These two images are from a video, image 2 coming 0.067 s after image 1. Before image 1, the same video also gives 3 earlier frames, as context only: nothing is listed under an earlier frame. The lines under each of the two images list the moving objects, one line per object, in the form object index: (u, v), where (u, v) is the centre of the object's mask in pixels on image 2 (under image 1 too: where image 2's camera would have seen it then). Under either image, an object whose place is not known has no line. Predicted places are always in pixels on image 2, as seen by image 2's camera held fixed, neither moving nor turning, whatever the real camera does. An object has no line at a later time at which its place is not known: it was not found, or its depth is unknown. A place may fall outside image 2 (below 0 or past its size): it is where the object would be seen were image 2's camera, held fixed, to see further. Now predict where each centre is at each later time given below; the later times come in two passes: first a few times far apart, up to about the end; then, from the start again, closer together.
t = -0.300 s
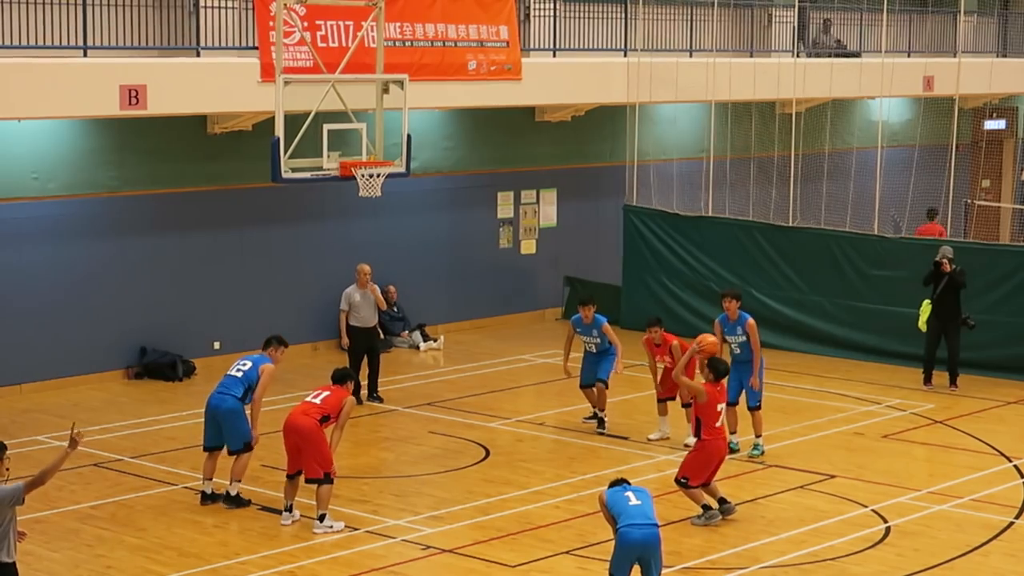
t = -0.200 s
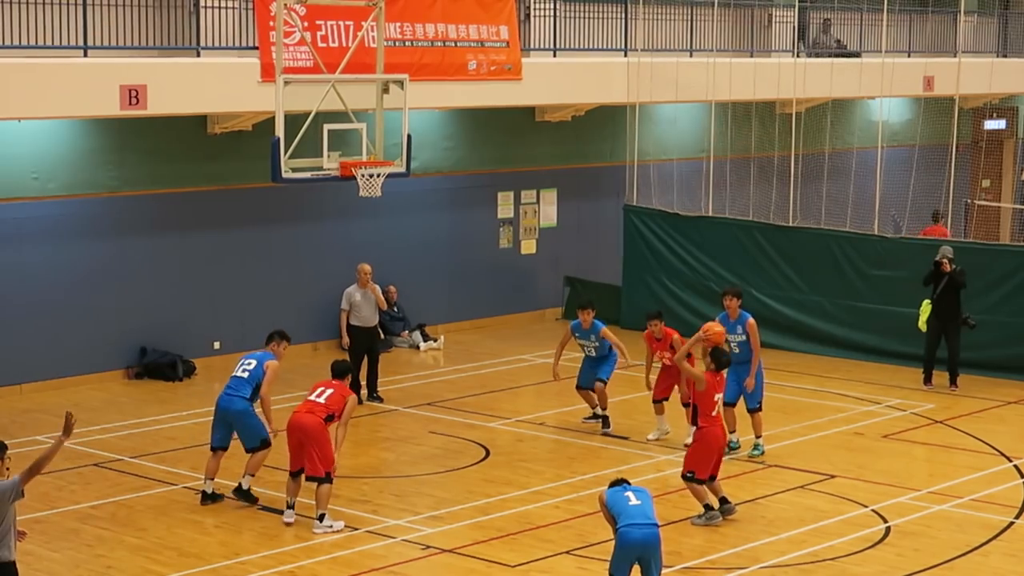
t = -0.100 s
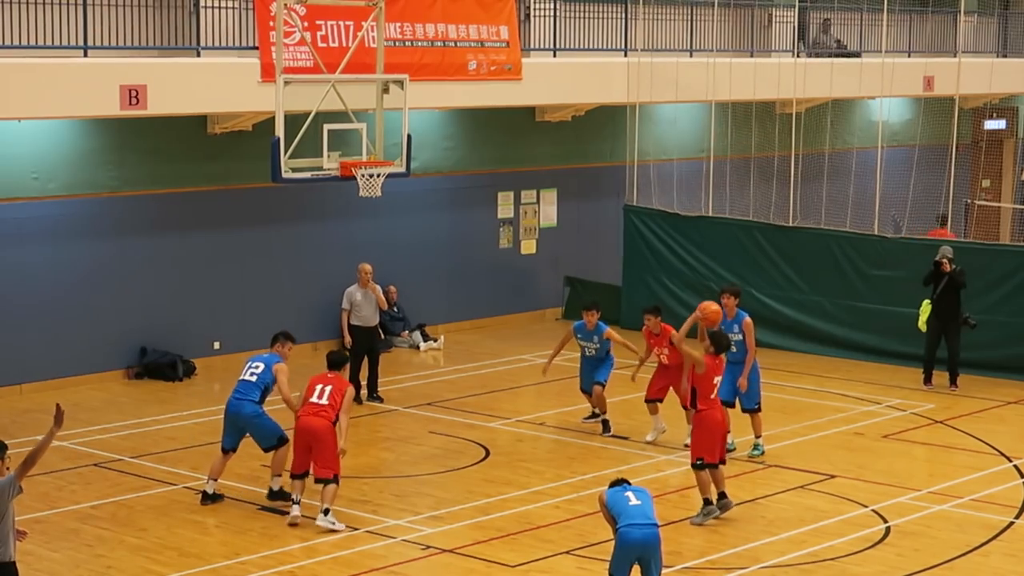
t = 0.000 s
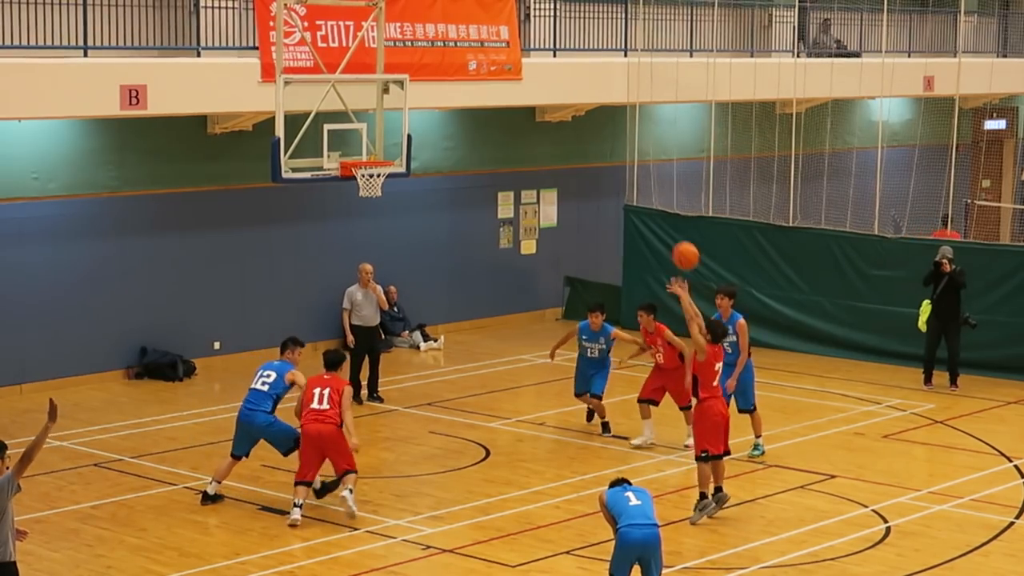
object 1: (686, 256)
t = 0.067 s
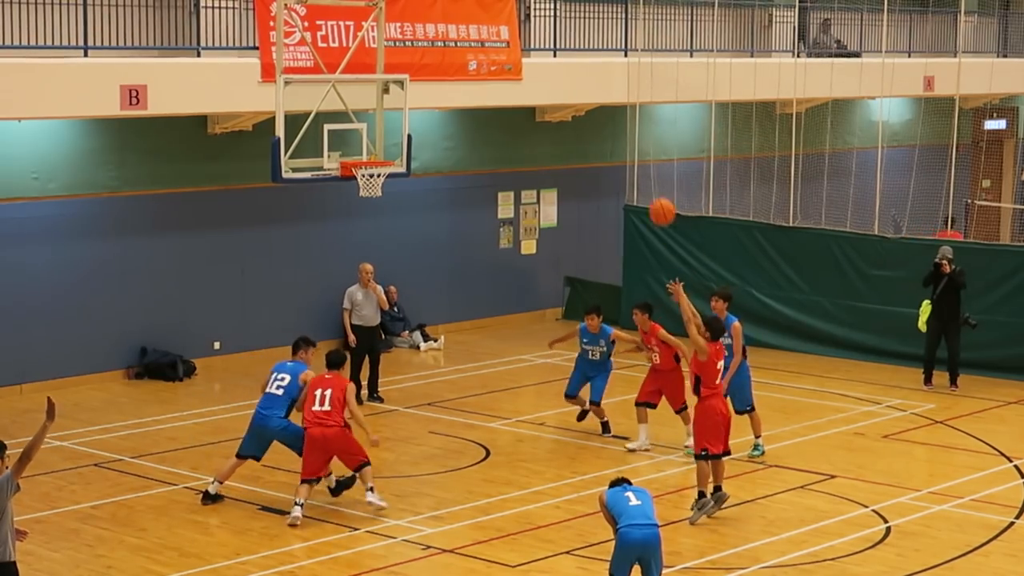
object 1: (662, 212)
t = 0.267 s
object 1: (593, 112)
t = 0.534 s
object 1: (508, 48)
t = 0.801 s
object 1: (430, 58)
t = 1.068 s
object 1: (359, 132)
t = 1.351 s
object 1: (400, 124)
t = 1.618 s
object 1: (457, 156)
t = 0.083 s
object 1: (656, 201)
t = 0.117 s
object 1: (645, 182)
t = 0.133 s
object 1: (639, 172)
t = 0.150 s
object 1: (633, 164)
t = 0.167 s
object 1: (627, 155)
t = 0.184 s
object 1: (621, 147)
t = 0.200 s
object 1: (615, 139)
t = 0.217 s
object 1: (610, 132)
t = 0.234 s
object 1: (604, 125)
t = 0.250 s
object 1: (599, 118)
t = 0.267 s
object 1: (593, 112)
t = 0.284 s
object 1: (588, 105)
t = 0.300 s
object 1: (582, 99)
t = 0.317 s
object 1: (577, 93)
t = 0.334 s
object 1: (571, 88)
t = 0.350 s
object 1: (566, 83)
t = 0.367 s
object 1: (560, 78)
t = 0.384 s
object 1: (555, 74)
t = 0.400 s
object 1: (550, 69)
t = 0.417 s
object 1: (544, 66)
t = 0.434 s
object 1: (539, 62)
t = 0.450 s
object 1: (534, 59)
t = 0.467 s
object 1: (528, 55)
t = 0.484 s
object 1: (523, 53)
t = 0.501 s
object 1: (519, 51)
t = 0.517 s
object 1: (514, 50)
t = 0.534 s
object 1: (508, 48)
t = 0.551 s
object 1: (503, 46)
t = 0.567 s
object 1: (498, 45)
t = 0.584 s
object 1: (493, 44)
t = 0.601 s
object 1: (488, 44)
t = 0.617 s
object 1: (483, 43)
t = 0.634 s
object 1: (478, 44)
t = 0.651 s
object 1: (473, 44)
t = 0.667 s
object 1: (468, 45)
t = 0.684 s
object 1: (463, 45)
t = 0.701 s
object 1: (458, 46)
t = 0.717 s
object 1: (454, 47)
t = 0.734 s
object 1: (449, 49)
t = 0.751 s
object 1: (444, 50)
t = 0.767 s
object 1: (439, 53)
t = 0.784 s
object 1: (435, 55)
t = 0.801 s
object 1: (430, 58)
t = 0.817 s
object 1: (425, 61)
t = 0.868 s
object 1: (412, 70)
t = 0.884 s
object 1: (407, 74)
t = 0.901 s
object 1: (402, 78)
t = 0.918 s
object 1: (398, 83)
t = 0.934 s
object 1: (393, 87)
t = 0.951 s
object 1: (389, 92)
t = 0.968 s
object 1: (384, 97)
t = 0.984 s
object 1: (380, 102)
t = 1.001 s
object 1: (375, 108)
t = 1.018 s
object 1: (371, 114)
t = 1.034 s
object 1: (367, 120)
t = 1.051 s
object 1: (362, 126)
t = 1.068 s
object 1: (359, 132)
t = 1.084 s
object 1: (354, 139)
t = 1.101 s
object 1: (350, 146)
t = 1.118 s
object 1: (351, 150)
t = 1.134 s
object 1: (354, 148)
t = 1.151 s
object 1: (358, 144)
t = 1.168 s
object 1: (361, 141)
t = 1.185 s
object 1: (365, 138)
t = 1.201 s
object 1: (369, 136)
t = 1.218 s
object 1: (372, 133)
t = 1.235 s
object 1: (375, 131)
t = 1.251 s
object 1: (379, 130)
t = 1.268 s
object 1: (382, 128)
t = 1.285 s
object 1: (386, 127)
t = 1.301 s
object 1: (389, 126)
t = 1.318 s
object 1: (392, 125)
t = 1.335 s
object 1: (396, 124)
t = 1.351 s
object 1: (400, 124)
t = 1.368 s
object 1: (403, 124)
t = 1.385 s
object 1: (407, 124)
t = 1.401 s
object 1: (411, 124)
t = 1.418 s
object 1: (414, 125)
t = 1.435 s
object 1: (417, 126)
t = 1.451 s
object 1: (422, 128)
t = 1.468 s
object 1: (425, 129)
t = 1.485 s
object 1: (428, 131)
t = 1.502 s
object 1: (432, 133)
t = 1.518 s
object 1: (435, 136)
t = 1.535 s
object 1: (439, 138)
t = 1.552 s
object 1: (442, 141)
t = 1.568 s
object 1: (447, 144)
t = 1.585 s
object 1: (450, 148)
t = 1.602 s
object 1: (453, 152)
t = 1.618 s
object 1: (457, 156)
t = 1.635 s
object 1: (461, 161)
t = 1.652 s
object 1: (465, 165)
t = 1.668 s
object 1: (468, 170)
